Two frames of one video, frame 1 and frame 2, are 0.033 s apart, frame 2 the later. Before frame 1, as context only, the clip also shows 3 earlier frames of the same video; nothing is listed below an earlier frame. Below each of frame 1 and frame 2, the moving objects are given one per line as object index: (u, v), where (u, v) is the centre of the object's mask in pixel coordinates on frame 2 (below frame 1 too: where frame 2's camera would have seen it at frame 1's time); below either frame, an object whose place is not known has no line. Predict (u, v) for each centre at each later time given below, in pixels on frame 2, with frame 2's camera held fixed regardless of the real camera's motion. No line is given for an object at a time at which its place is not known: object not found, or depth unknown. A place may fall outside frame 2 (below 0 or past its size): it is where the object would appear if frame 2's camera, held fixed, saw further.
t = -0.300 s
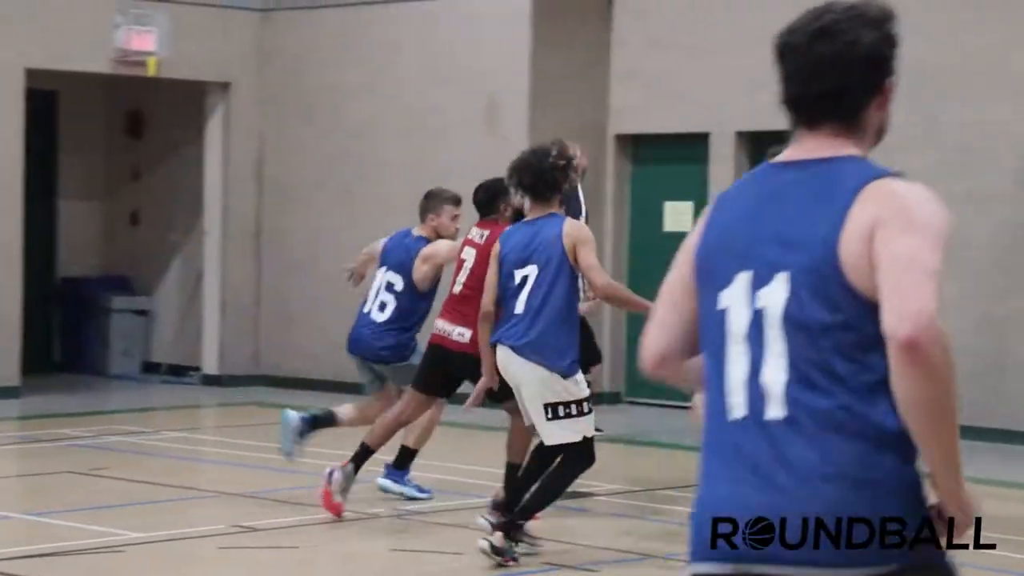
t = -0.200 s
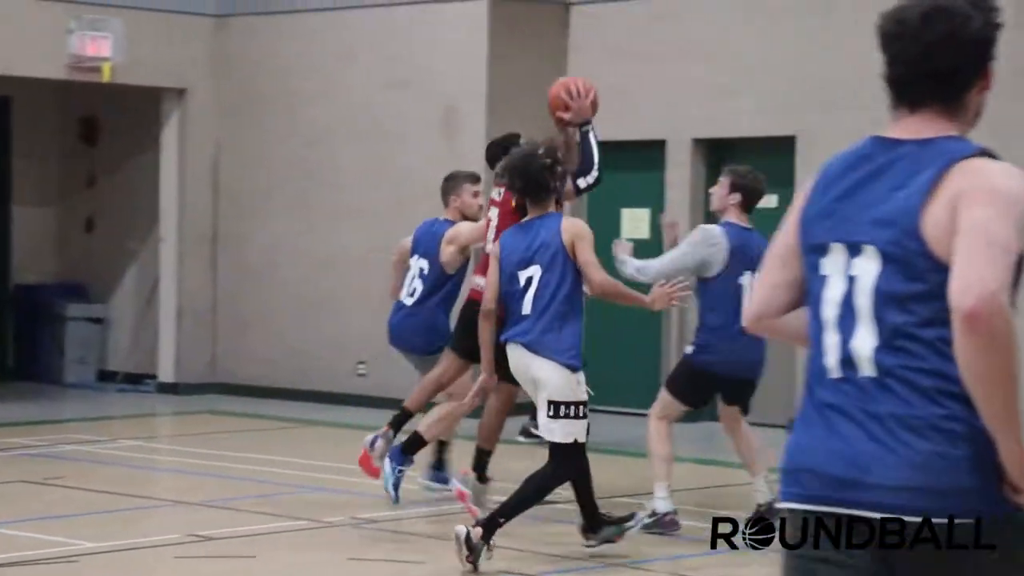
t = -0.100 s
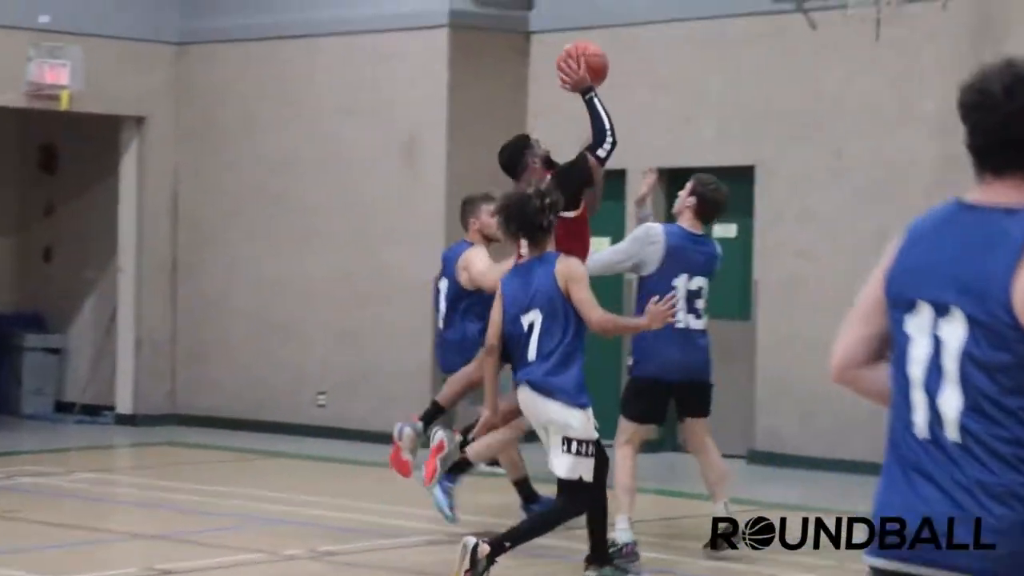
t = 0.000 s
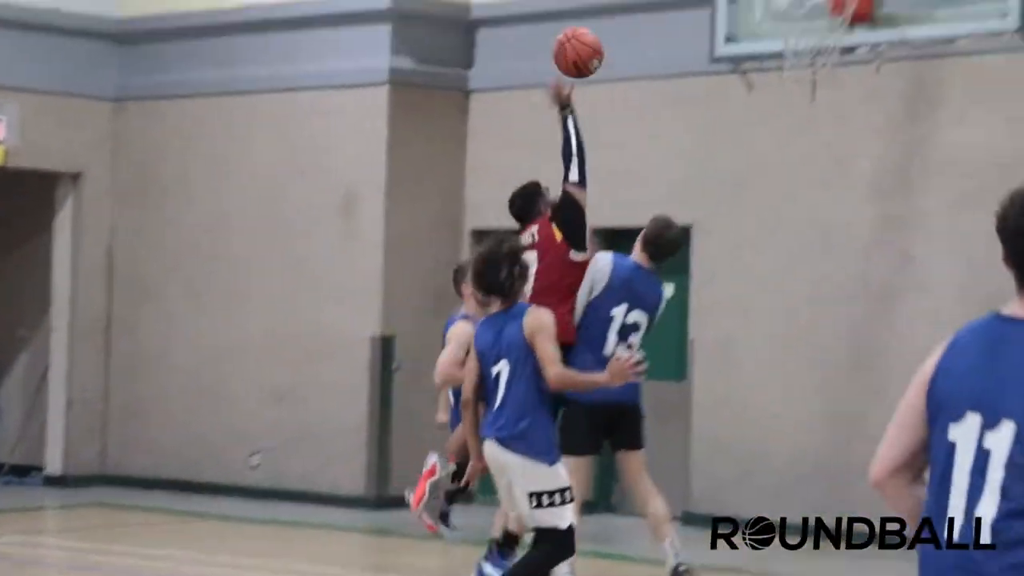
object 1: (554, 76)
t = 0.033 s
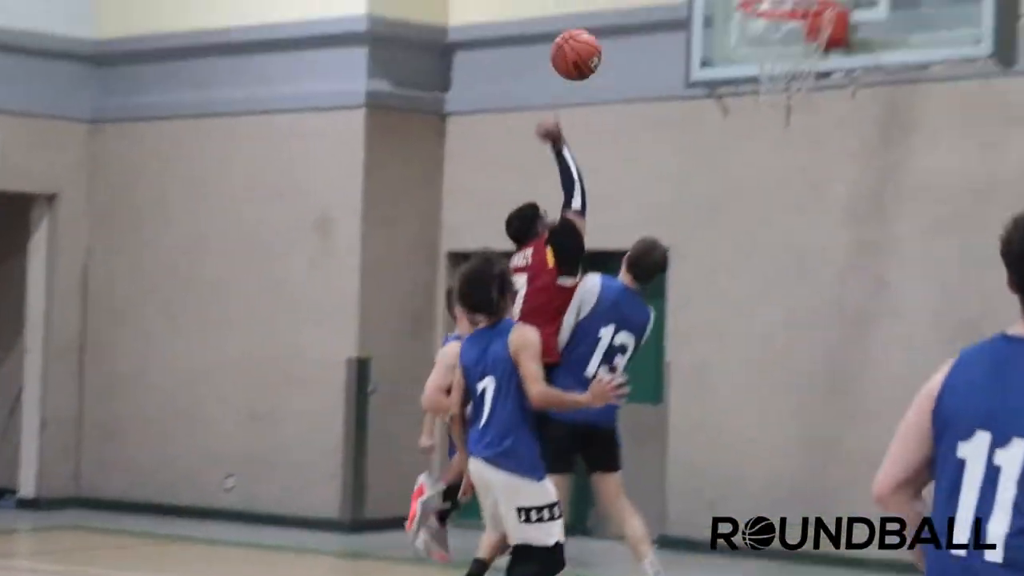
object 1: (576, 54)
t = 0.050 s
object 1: (586, 45)
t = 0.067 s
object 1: (596, 36)
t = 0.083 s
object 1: (606, 28)
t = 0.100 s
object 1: (616, 20)
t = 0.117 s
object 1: (626, 13)
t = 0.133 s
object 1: (636, 6)
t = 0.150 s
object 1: (647, 1)
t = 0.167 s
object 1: (657, -5)
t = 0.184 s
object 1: (667, -10)
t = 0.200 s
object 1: (677, -15)
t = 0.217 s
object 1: (687, -19)
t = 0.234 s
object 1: (697, -22)
